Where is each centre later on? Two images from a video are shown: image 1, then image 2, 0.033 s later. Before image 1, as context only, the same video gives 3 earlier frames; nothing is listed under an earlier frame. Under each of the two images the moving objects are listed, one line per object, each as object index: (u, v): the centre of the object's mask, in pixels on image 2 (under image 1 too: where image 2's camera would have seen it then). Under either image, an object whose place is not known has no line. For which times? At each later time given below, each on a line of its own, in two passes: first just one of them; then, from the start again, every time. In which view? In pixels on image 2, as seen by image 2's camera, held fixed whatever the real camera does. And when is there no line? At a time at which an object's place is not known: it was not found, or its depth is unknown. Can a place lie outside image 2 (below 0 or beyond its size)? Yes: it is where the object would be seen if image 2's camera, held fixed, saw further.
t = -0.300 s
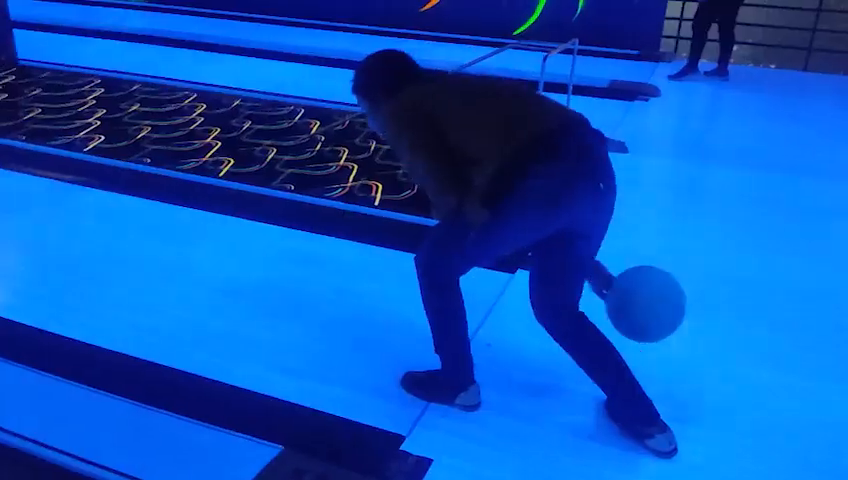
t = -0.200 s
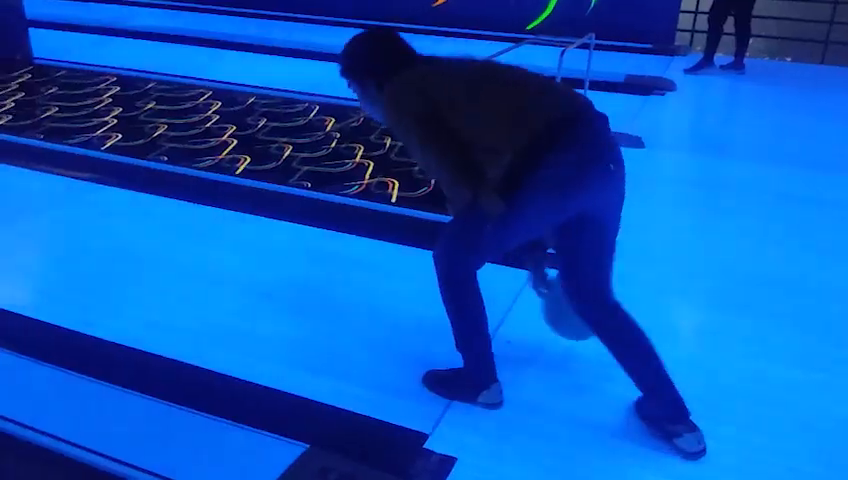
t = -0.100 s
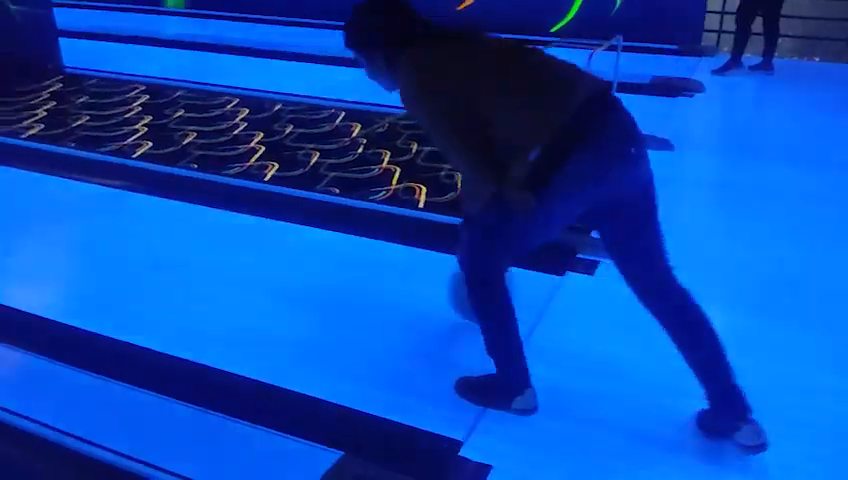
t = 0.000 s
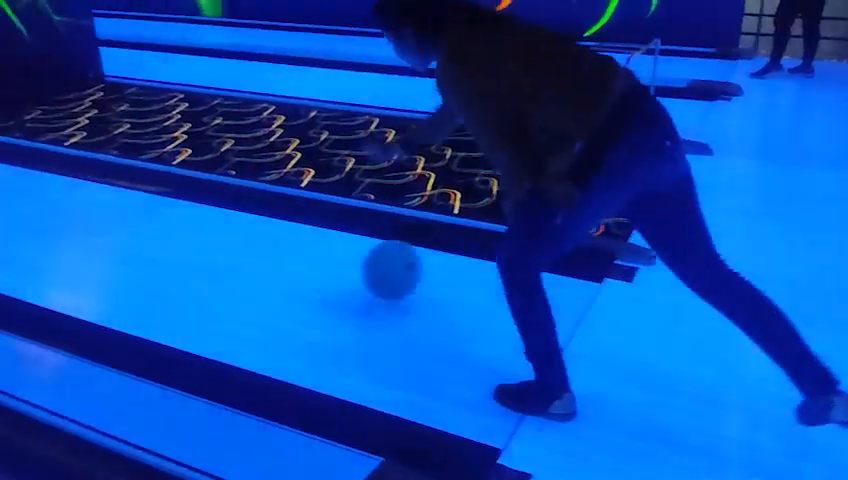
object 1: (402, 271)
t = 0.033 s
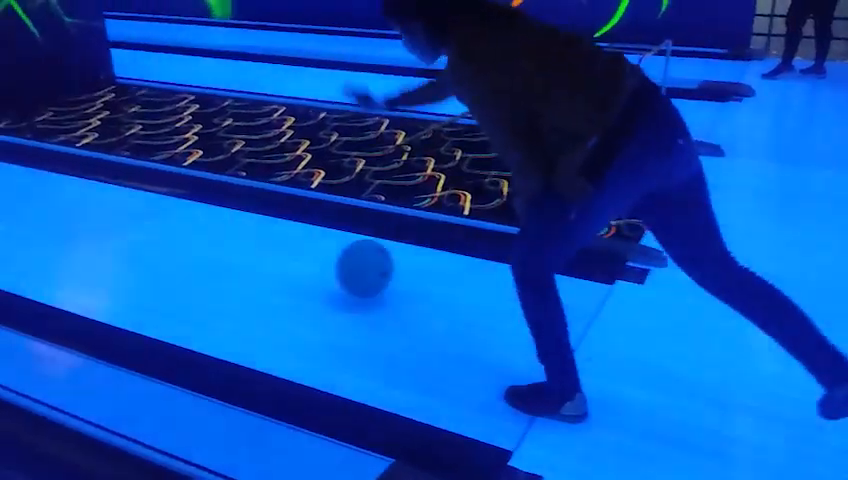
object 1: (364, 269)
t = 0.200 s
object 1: (204, 237)
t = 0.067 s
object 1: (329, 269)
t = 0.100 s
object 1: (295, 258)
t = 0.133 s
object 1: (263, 248)
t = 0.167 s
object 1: (233, 242)
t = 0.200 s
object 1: (204, 237)
